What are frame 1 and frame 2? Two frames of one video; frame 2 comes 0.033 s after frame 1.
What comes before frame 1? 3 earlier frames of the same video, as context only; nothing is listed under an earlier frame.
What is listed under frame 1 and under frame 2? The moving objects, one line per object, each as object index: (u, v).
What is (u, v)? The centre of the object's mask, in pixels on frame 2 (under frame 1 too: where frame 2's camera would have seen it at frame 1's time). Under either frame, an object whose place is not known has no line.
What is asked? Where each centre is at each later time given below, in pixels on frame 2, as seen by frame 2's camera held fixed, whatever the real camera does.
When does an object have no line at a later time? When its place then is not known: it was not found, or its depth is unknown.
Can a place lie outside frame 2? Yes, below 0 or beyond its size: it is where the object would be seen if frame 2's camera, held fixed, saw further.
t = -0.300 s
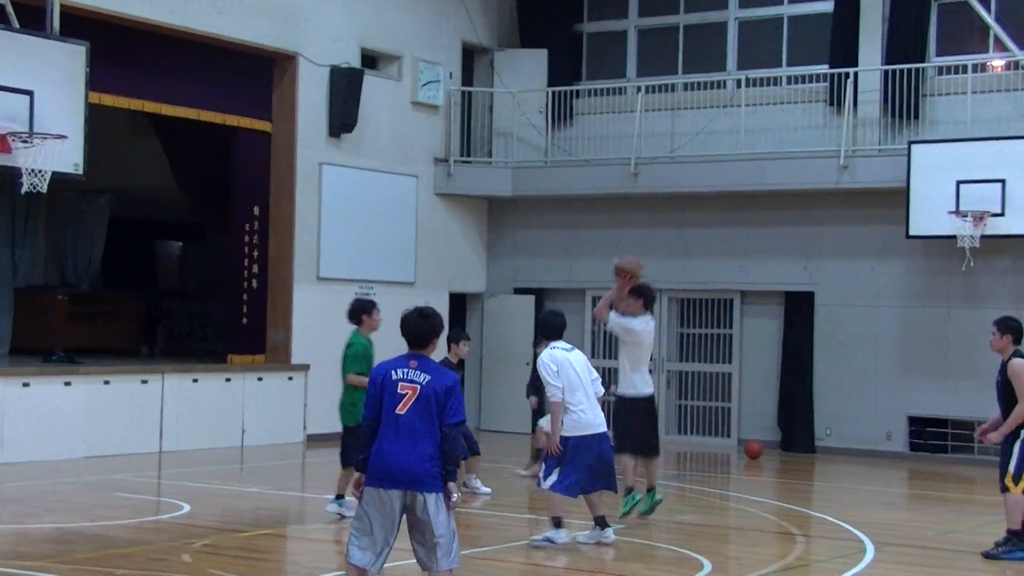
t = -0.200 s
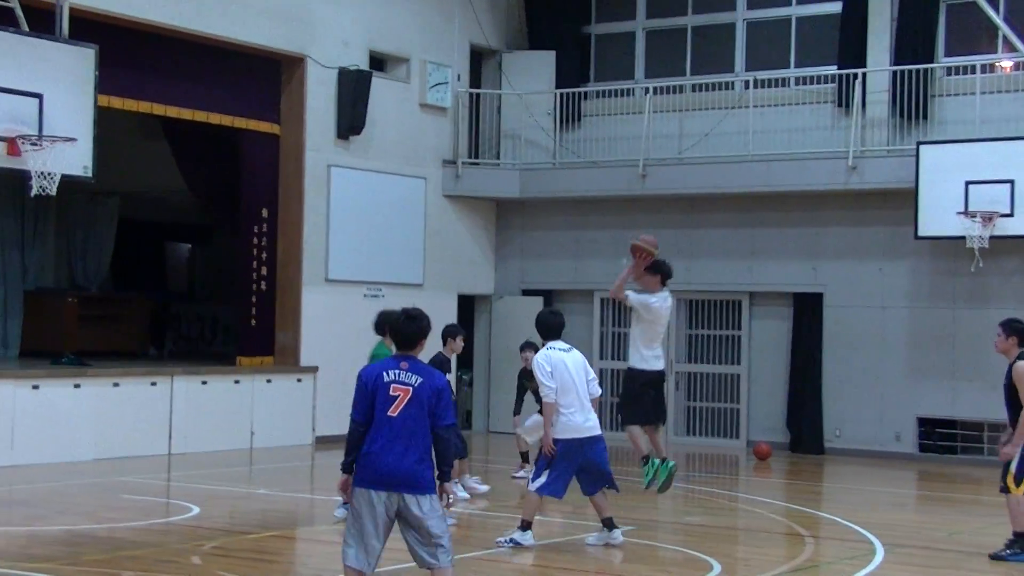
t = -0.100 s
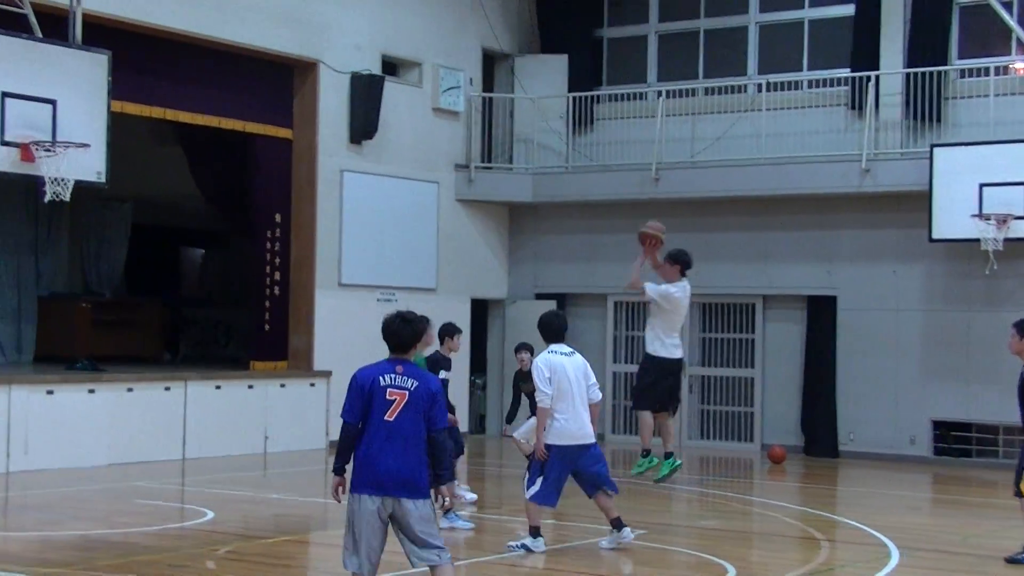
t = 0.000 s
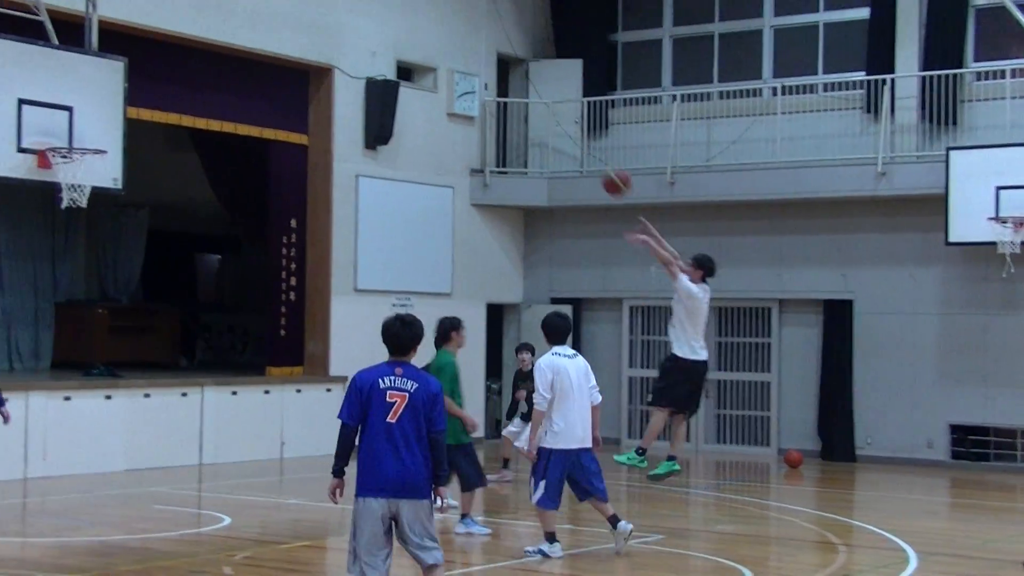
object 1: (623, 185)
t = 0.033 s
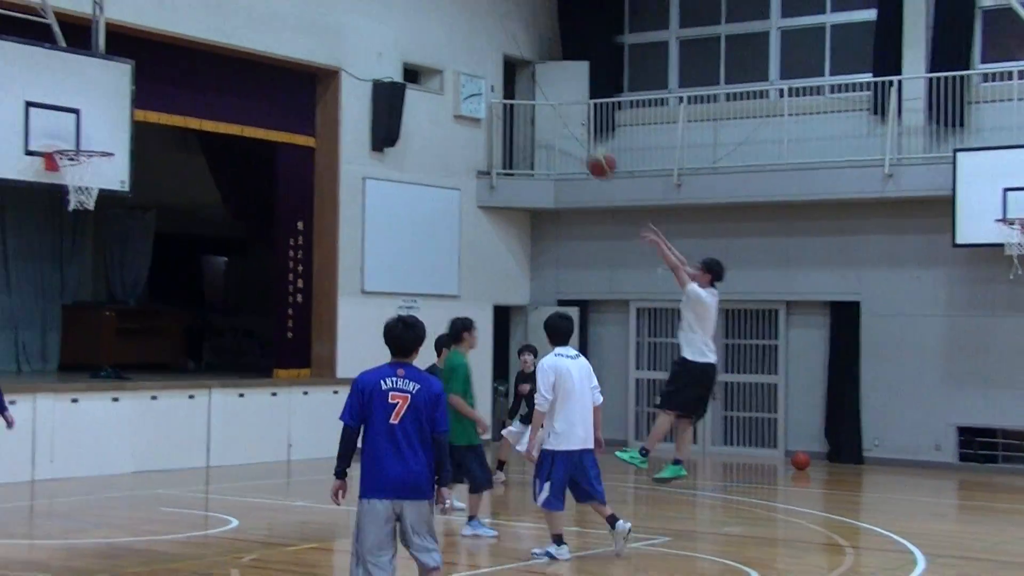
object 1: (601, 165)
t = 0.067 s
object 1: (580, 145)
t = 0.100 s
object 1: (560, 129)
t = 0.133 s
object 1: (538, 114)
